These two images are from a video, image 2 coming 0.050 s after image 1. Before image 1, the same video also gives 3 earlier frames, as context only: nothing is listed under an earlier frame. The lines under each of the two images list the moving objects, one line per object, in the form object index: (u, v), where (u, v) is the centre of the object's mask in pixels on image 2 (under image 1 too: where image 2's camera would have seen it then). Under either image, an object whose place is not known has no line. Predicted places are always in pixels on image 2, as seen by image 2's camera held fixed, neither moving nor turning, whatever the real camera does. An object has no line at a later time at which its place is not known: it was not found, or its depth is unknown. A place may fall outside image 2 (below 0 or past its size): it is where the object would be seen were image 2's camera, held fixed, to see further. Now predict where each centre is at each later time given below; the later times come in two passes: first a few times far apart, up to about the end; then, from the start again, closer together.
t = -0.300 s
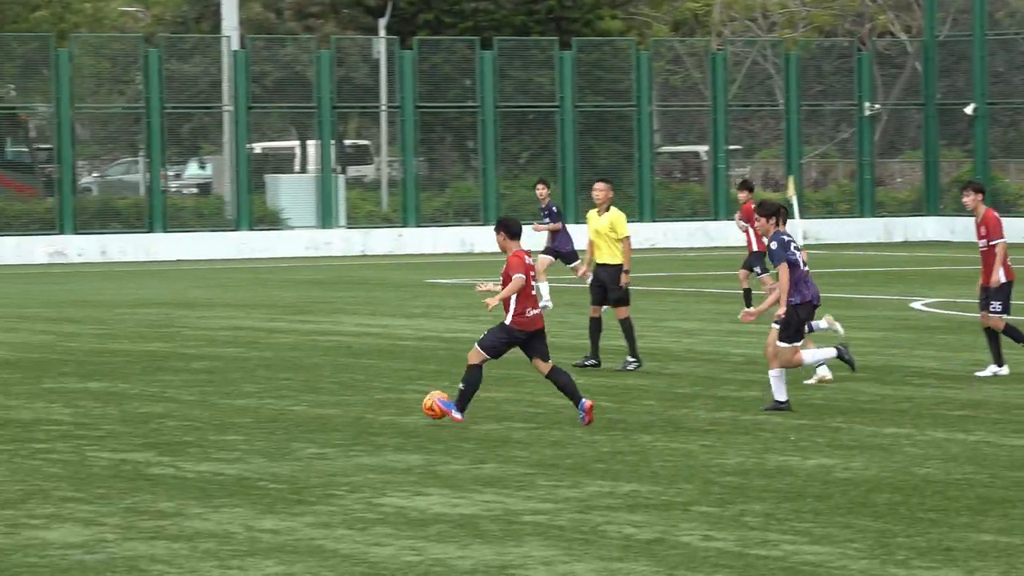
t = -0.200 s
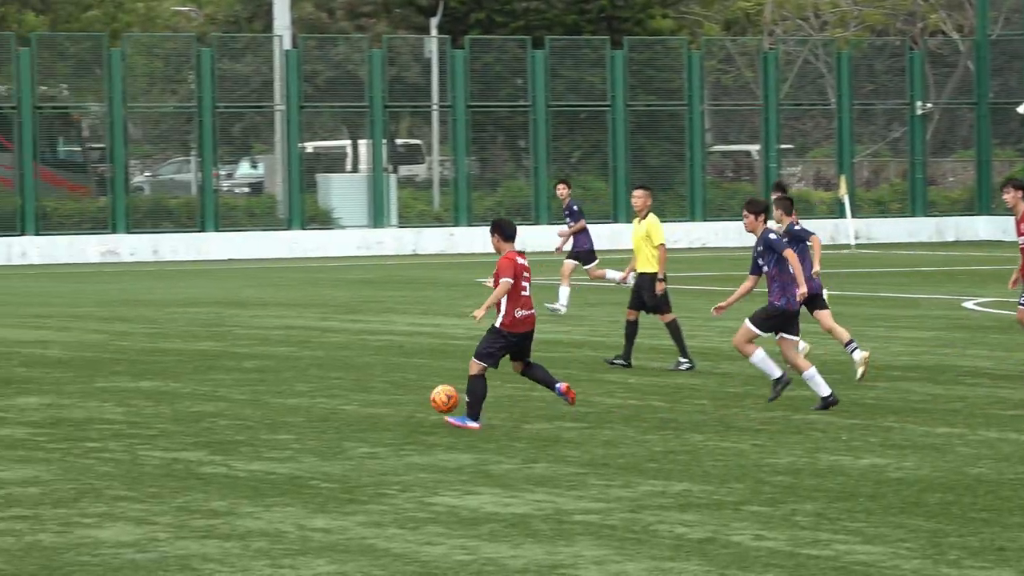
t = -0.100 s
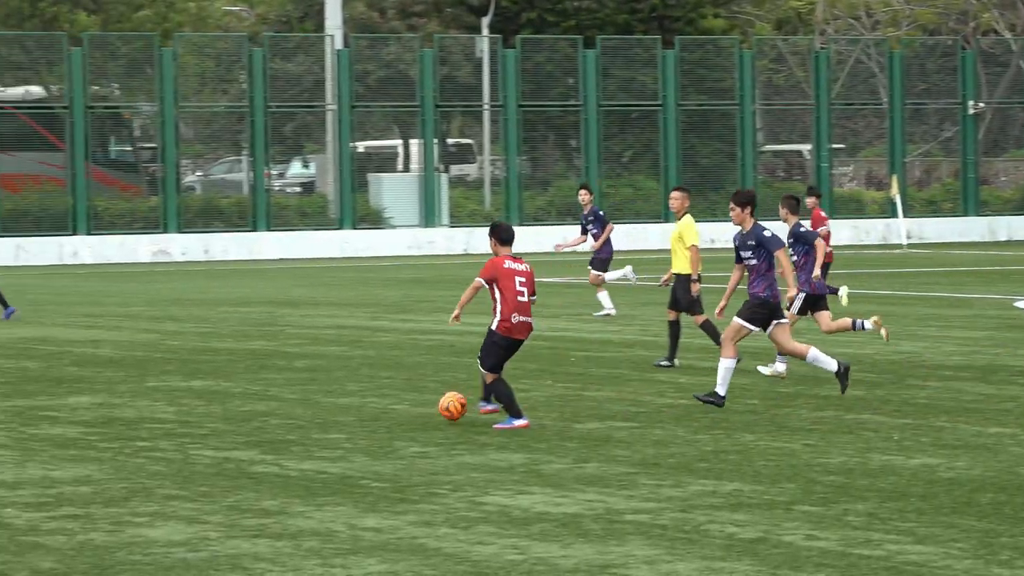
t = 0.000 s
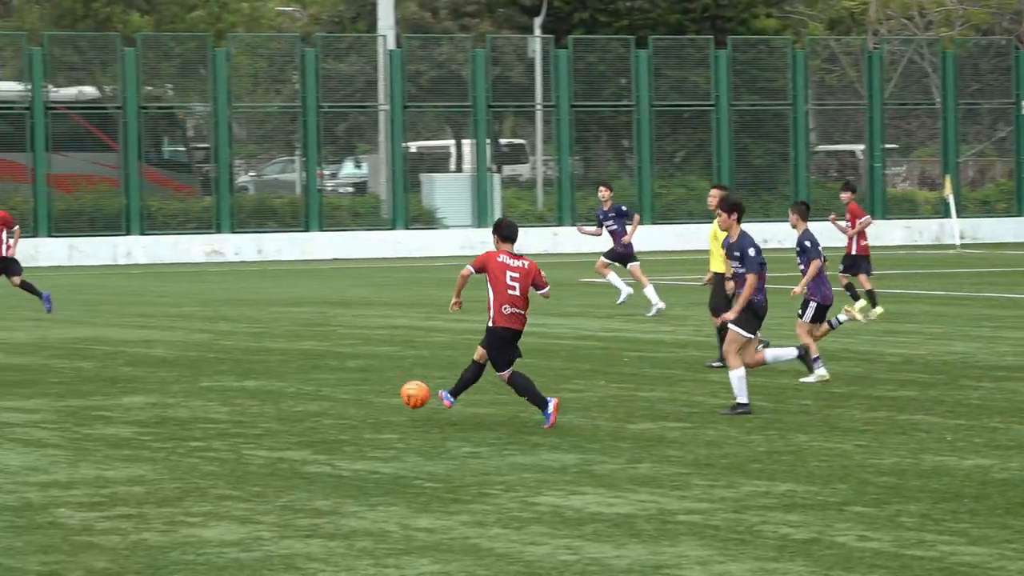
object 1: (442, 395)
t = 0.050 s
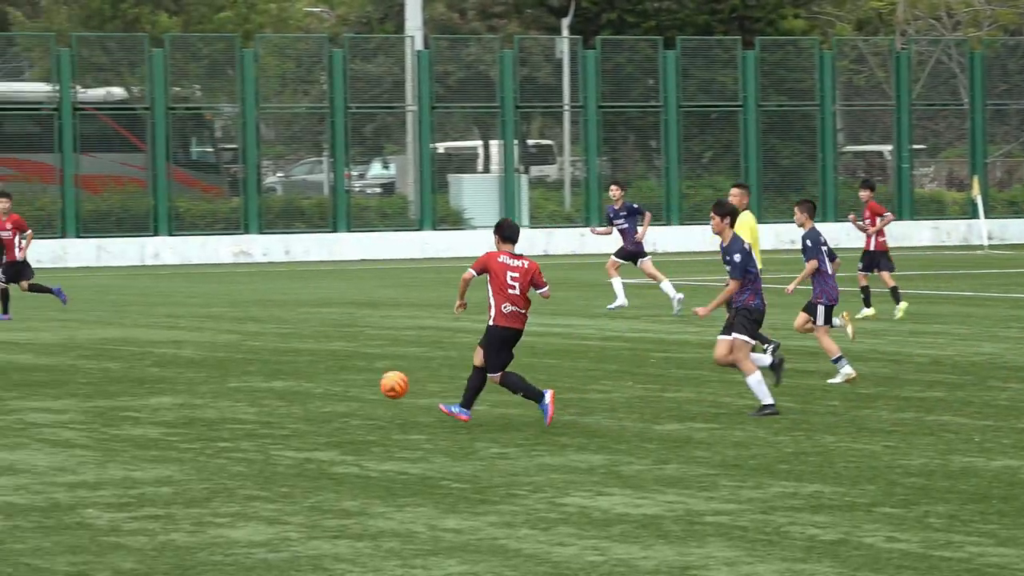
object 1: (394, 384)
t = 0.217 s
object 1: (238, 376)
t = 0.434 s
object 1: (47, 398)
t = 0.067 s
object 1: (378, 382)
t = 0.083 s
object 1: (362, 380)
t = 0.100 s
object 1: (346, 378)
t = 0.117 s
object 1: (331, 376)
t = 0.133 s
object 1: (315, 375)
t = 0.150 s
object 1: (300, 375)
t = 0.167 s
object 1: (284, 374)
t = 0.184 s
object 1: (268, 375)
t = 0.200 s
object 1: (253, 375)
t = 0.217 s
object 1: (238, 376)
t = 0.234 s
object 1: (222, 377)
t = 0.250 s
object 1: (207, 379)
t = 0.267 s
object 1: (191, 381)
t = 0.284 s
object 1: (176, 384)
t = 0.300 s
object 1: (162, 387)
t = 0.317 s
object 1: (147, 390)
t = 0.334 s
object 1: (132, 393)
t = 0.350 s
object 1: (118, 397)
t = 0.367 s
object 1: (103, 402)
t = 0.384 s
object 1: (89, 406)
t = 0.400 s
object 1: (75, 405)
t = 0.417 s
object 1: (61, 401)
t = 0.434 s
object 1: (47, 398)
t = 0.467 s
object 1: (19, 393)
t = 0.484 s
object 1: (5, 390)
